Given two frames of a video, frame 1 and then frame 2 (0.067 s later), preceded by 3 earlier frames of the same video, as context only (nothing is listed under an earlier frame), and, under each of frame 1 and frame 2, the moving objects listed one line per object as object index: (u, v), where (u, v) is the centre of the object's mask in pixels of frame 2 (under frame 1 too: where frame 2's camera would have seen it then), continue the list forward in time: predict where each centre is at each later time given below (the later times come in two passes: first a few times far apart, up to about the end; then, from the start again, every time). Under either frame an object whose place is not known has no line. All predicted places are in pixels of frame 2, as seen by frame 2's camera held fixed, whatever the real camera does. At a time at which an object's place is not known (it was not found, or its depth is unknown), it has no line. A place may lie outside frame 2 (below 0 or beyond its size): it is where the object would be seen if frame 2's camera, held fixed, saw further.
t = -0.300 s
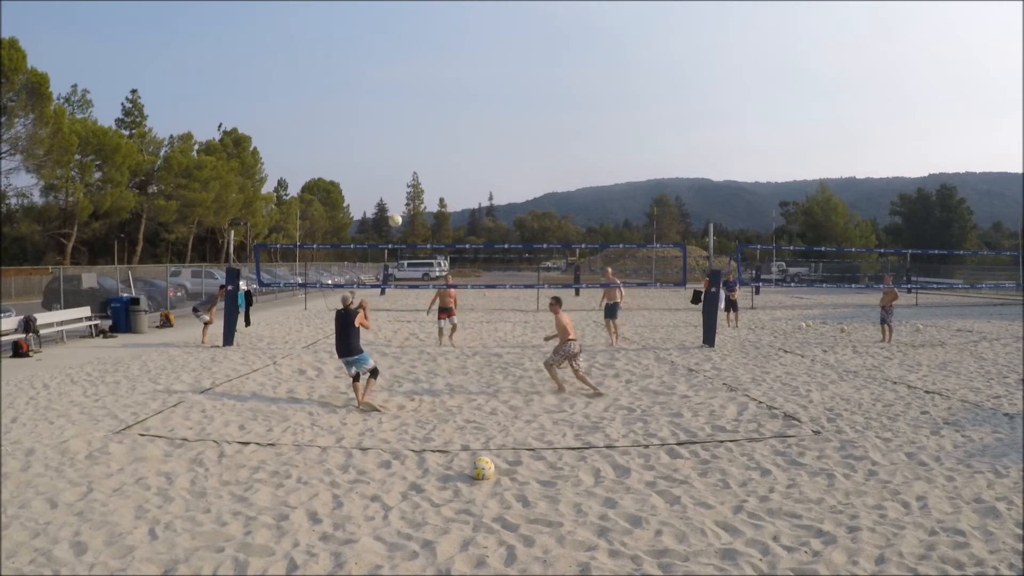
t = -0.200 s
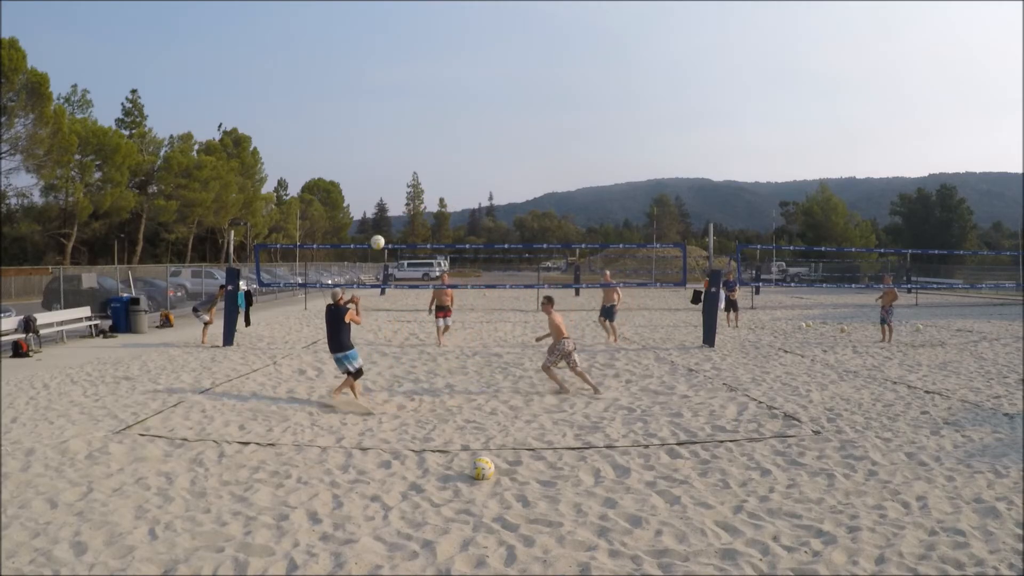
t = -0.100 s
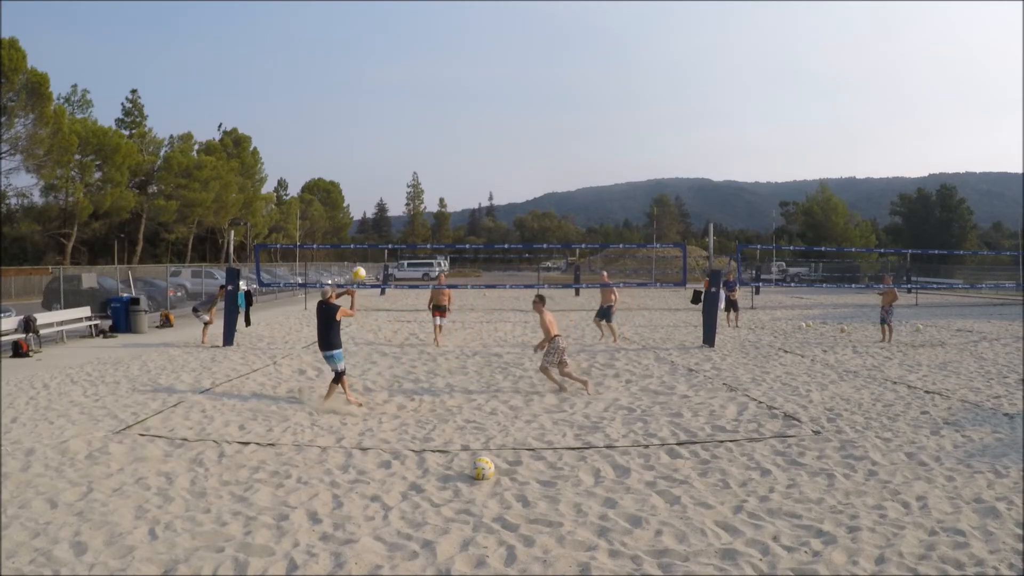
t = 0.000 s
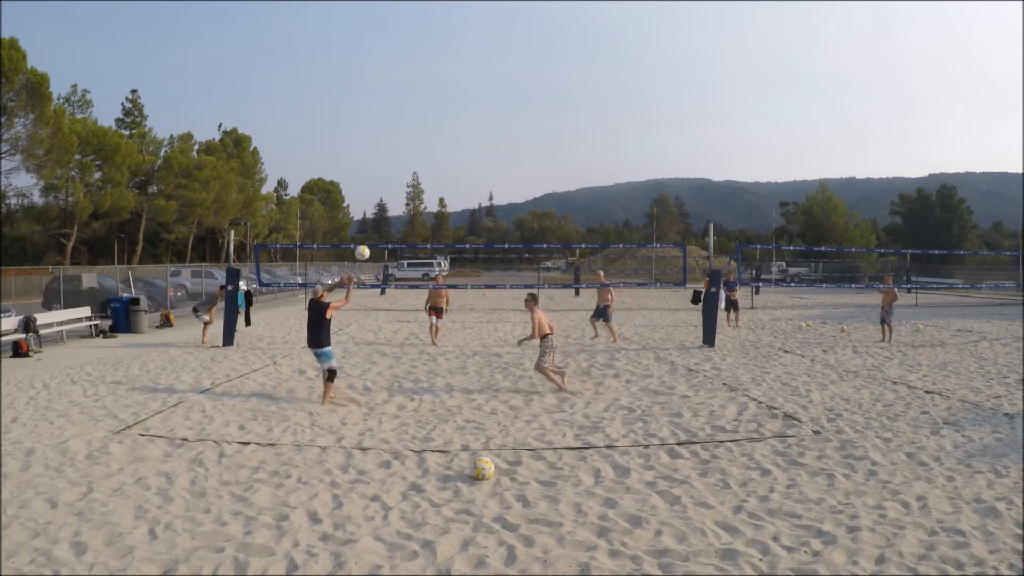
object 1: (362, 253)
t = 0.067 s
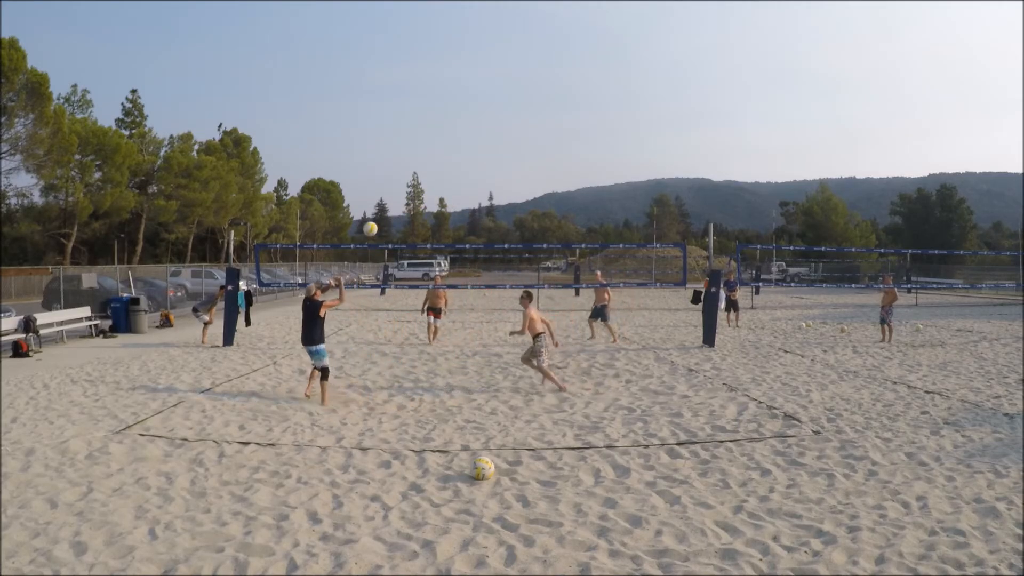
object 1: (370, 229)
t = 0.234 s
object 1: (389, 185)
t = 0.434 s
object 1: (410, 159)
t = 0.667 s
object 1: (430, 161)
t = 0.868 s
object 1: (445, 184)
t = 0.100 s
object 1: (374, 218)
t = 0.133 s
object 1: (378, 209)
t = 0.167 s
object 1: (382, 200)
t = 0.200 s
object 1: (385, 192)
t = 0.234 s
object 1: (389, 185)
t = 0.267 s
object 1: (393, 179)
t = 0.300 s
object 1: (396, 174)
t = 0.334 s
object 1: (399, 169)
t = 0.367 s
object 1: (403, 165)
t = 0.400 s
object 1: (407, 162)
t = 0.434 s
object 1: (410, 159)
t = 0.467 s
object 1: (413, 158)
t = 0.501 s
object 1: (416, 157)
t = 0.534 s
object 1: (419, 156)
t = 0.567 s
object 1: (422, 156)
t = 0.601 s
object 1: (425, 157)
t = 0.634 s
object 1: (427, 159)
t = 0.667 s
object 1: (430, 161)
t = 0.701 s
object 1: (433, 163)
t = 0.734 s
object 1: (435, 166)
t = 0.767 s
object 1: (438, 170)
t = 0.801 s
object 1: (440, 174)
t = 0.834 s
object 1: (443, 179)
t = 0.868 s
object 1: (445, 184)
